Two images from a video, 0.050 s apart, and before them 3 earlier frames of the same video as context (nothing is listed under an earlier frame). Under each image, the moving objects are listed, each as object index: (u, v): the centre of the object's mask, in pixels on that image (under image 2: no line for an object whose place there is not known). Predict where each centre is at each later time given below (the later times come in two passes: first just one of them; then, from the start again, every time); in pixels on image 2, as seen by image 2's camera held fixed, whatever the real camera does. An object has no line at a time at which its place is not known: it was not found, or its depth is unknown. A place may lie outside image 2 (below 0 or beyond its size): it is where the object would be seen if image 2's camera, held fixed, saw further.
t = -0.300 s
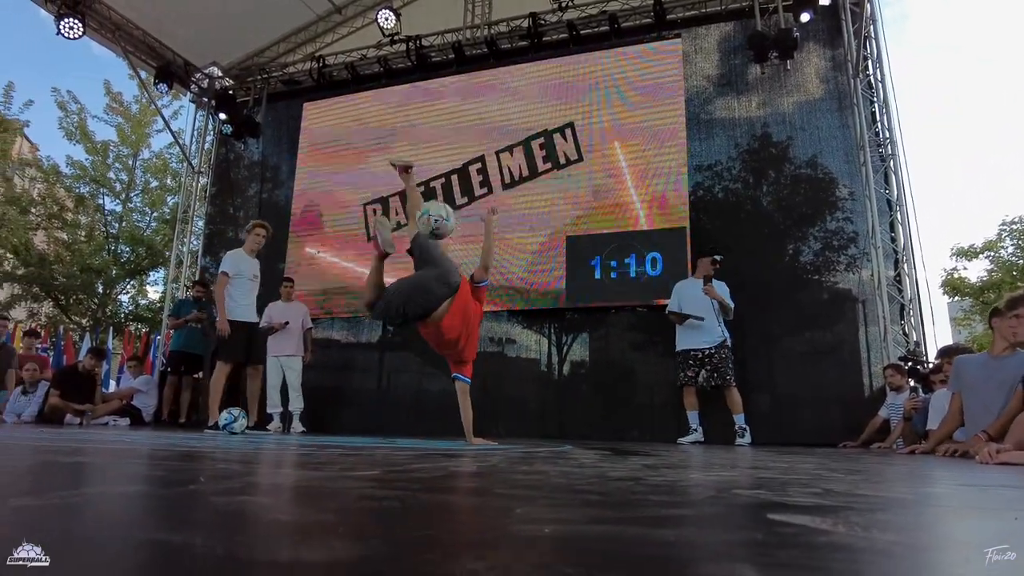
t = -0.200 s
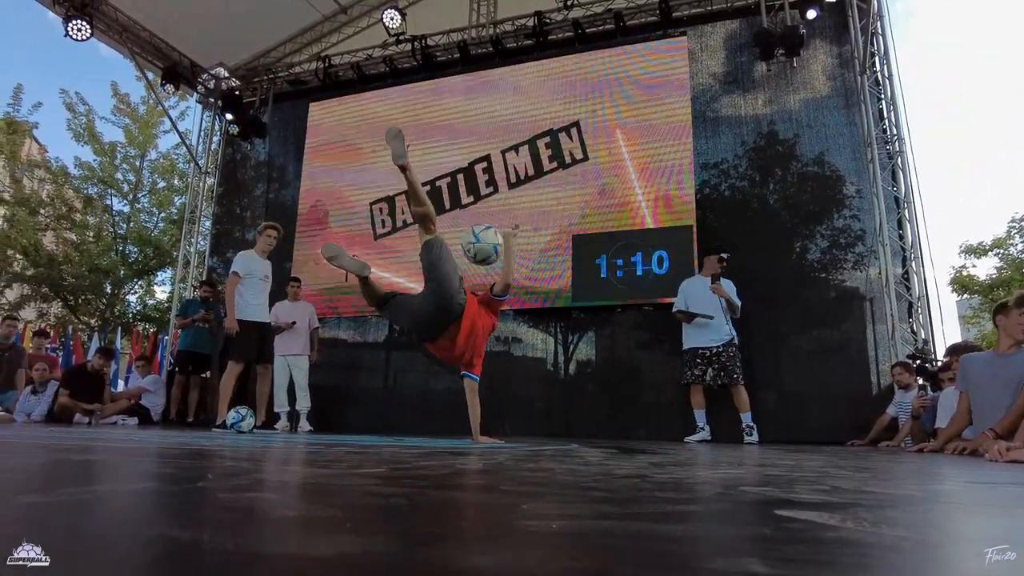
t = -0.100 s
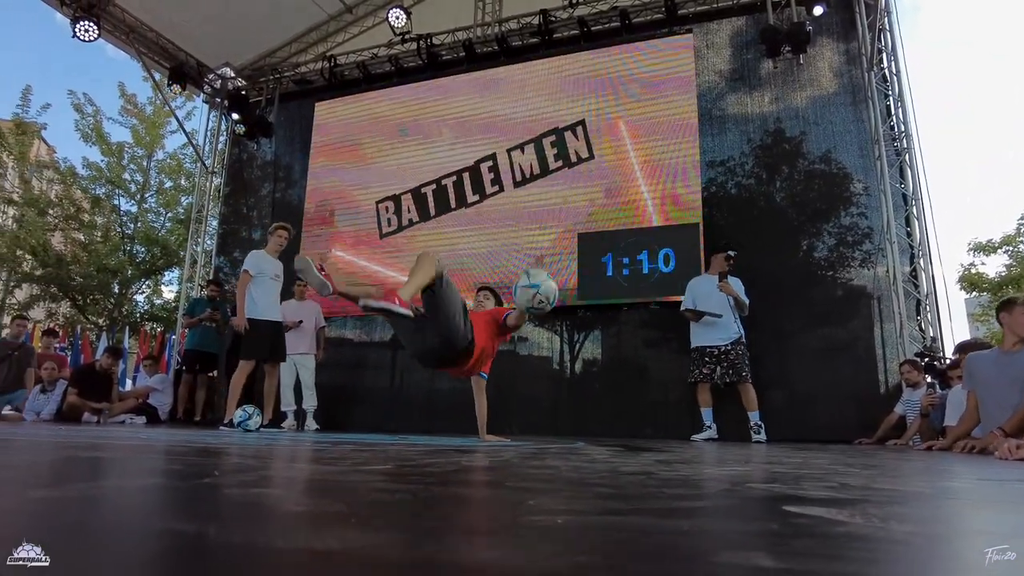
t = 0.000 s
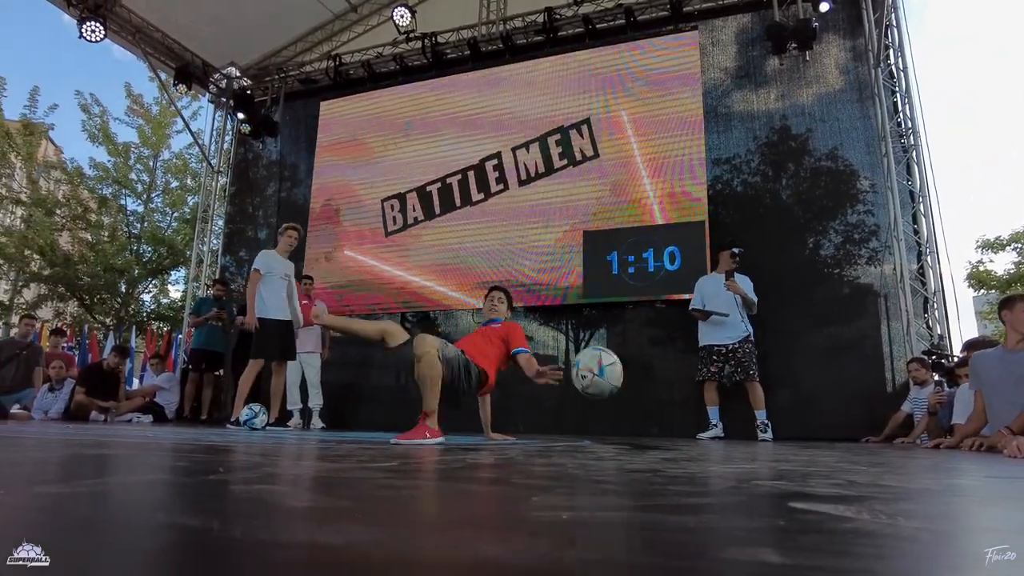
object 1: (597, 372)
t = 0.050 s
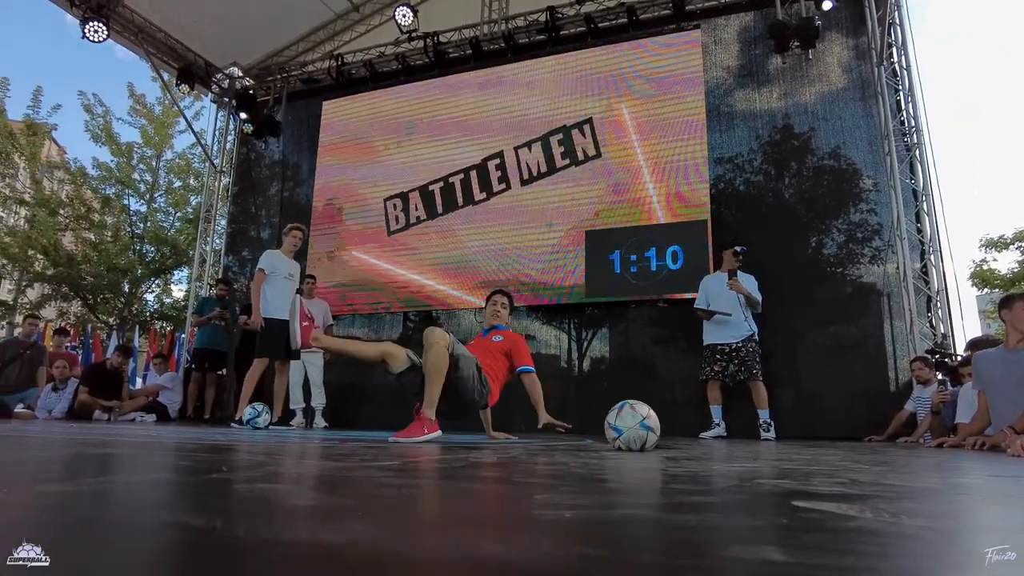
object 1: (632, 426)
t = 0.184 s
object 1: (655, 333)
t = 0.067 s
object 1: (635, 415)
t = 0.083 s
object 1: (638, 402)
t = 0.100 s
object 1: (640, 389)
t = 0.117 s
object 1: (643, 377)
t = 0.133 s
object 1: (646, 365)
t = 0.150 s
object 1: (649, 354)
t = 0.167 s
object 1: (652, 343)
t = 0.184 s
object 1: (655, 333)
